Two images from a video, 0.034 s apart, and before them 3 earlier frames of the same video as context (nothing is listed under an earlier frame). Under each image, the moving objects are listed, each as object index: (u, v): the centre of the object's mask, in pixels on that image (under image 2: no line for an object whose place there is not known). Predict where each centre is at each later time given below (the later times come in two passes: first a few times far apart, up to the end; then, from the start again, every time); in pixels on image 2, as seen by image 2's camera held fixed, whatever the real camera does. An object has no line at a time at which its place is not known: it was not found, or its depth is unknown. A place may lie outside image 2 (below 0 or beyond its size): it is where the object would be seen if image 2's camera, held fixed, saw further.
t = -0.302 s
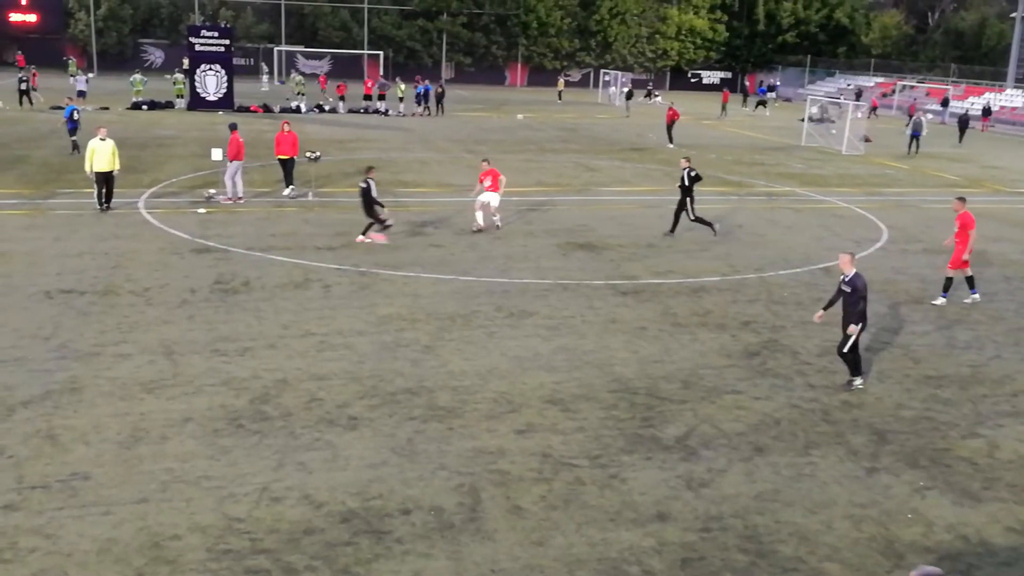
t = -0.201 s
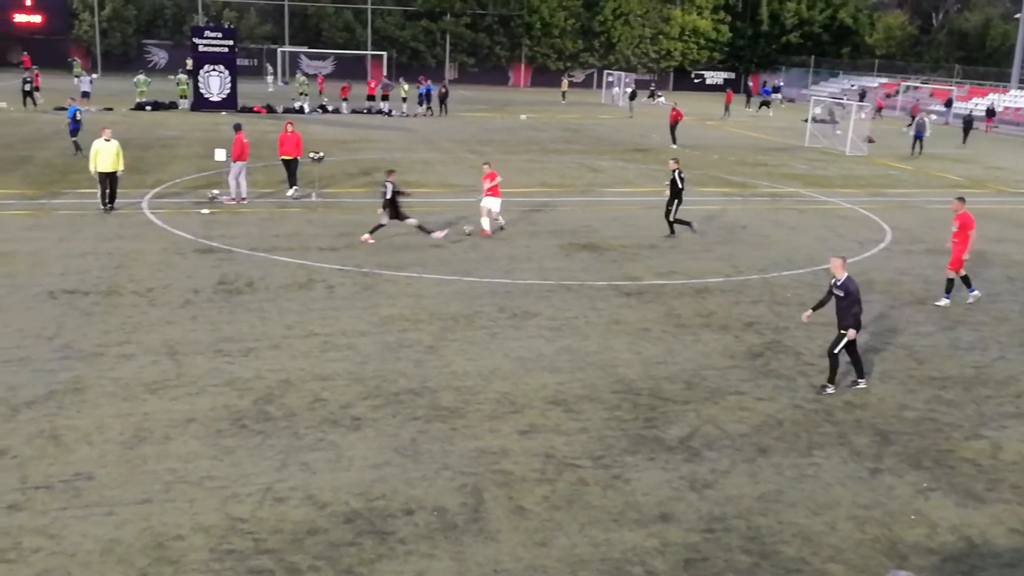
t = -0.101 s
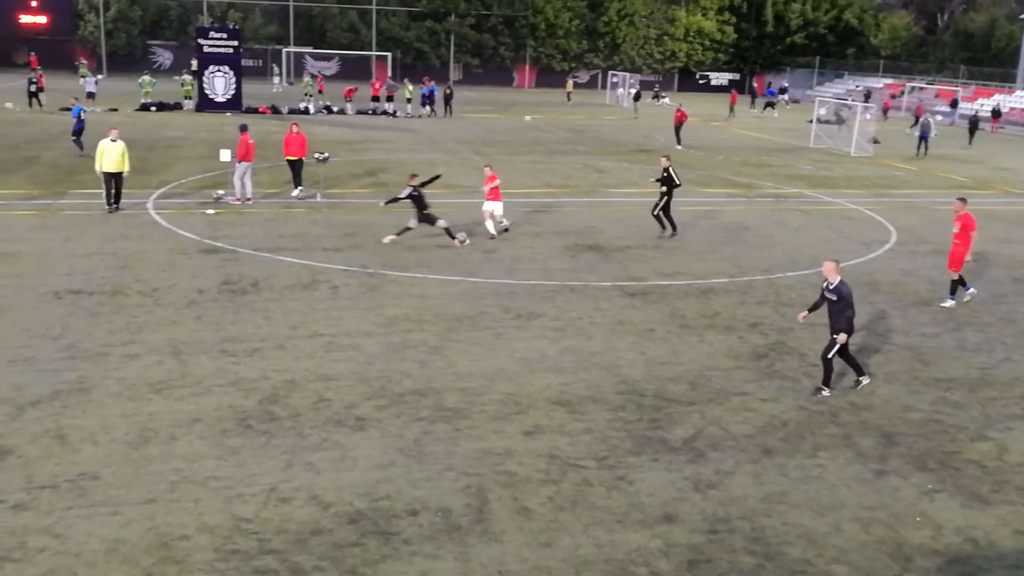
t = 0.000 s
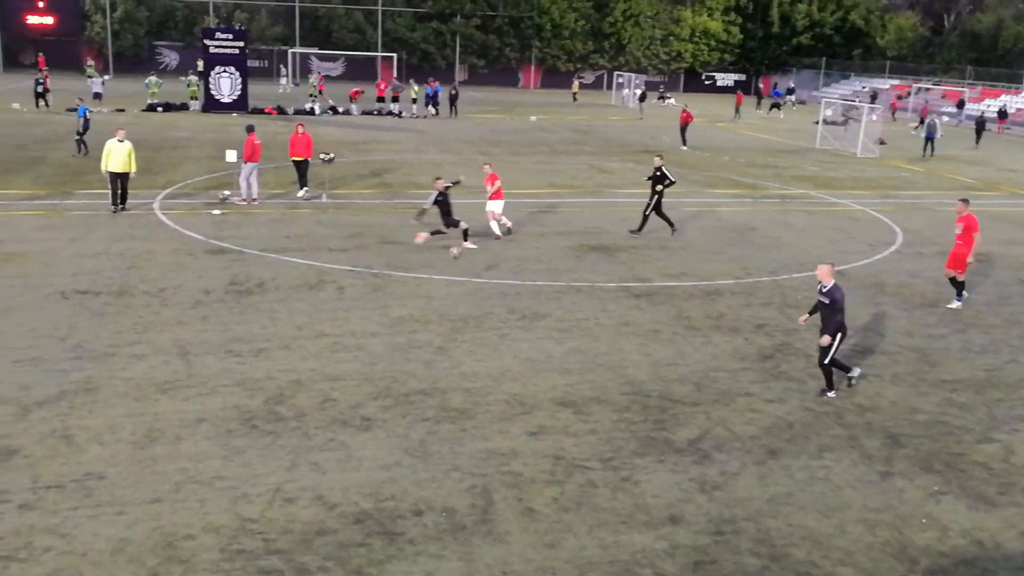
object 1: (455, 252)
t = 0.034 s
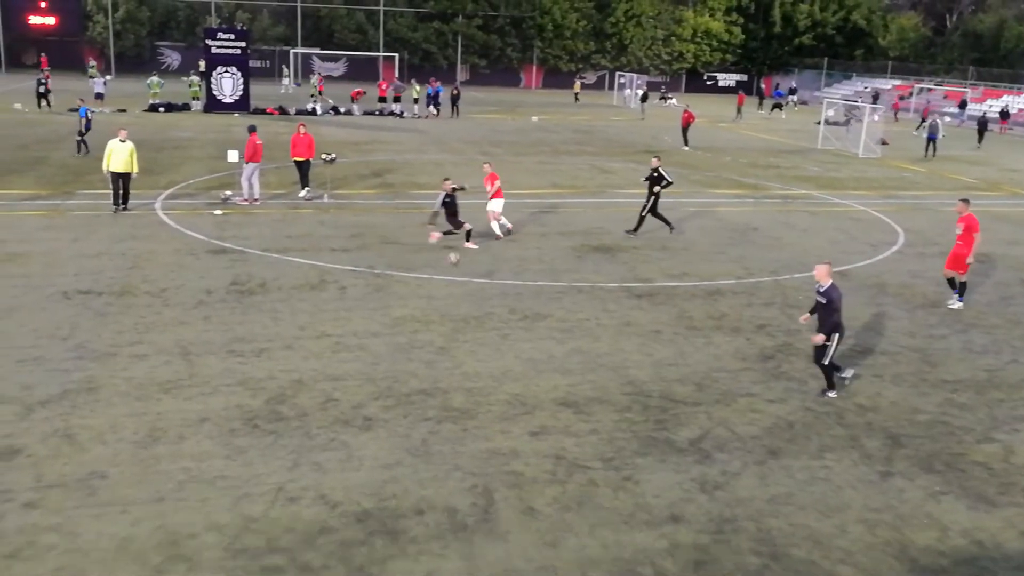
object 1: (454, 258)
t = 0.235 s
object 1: (431, 319)
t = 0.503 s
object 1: (411, 407)
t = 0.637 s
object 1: (402, 468)
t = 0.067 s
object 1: (449, 264)
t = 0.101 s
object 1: (446, 272)
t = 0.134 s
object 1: (441, 282)
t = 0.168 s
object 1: (439, 293)
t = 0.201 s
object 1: (434, 306)
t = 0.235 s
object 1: (431, 319)
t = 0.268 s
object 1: (428, 336)
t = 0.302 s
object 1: (424, 354)
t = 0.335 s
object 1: (421, 371)
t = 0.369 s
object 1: (419, 376)
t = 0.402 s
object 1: (417, 381)
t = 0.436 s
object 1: (415, 388)
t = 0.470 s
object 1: (413, 397)
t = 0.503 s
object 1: (411, 407)
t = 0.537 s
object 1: (409, 419)
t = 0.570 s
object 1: (406, 432)
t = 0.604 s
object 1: (404, 449)
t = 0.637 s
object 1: (402, 468)
